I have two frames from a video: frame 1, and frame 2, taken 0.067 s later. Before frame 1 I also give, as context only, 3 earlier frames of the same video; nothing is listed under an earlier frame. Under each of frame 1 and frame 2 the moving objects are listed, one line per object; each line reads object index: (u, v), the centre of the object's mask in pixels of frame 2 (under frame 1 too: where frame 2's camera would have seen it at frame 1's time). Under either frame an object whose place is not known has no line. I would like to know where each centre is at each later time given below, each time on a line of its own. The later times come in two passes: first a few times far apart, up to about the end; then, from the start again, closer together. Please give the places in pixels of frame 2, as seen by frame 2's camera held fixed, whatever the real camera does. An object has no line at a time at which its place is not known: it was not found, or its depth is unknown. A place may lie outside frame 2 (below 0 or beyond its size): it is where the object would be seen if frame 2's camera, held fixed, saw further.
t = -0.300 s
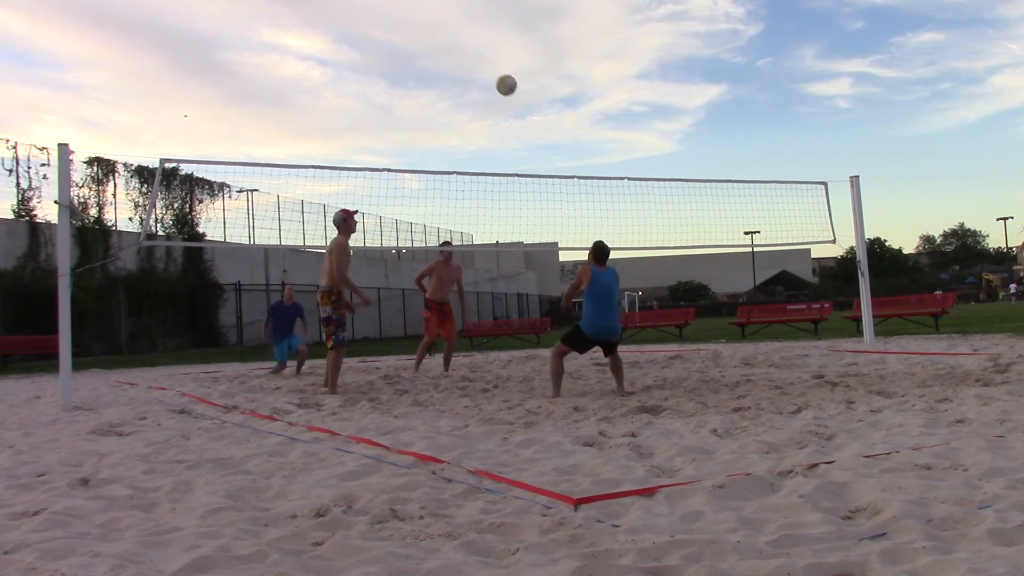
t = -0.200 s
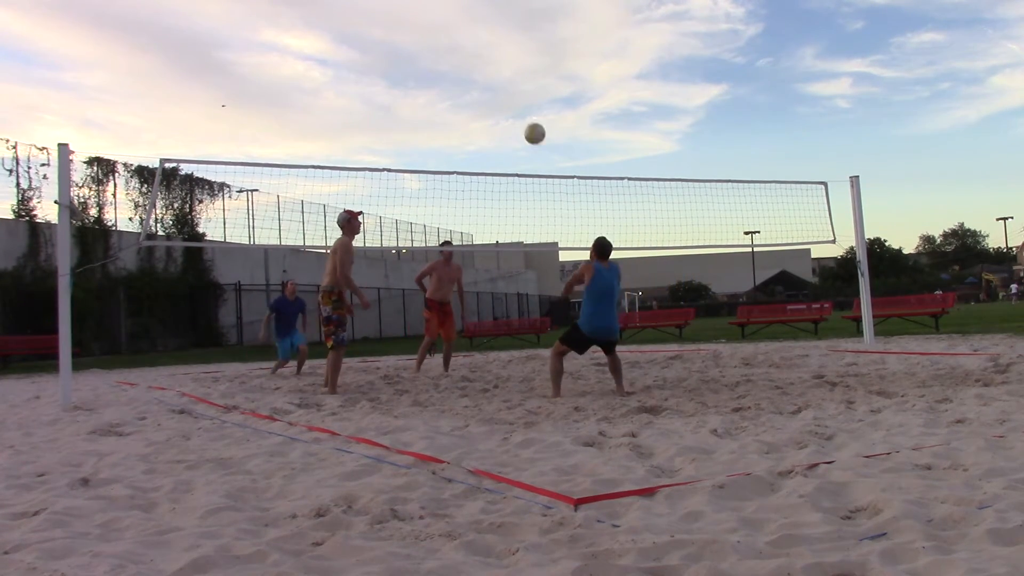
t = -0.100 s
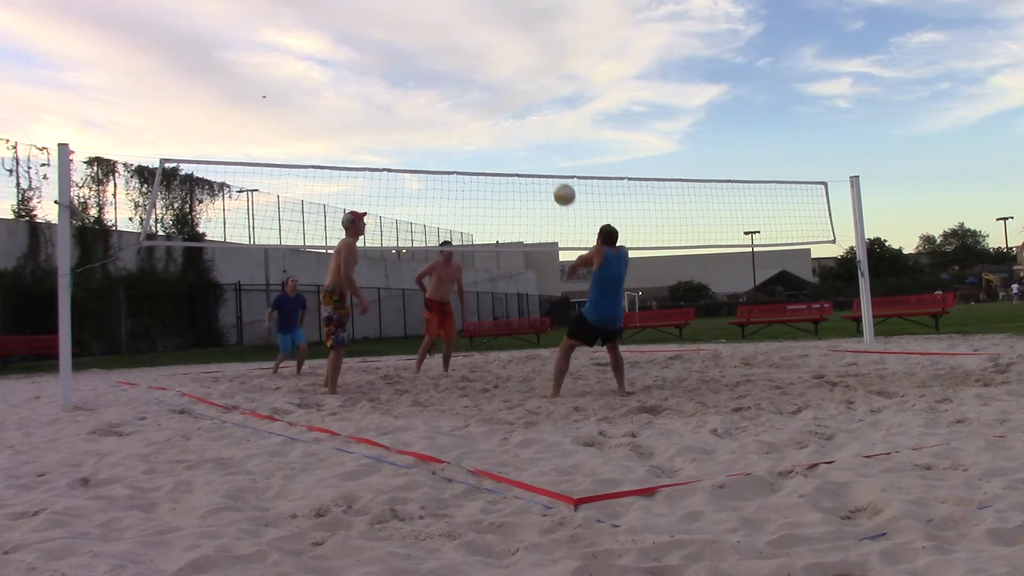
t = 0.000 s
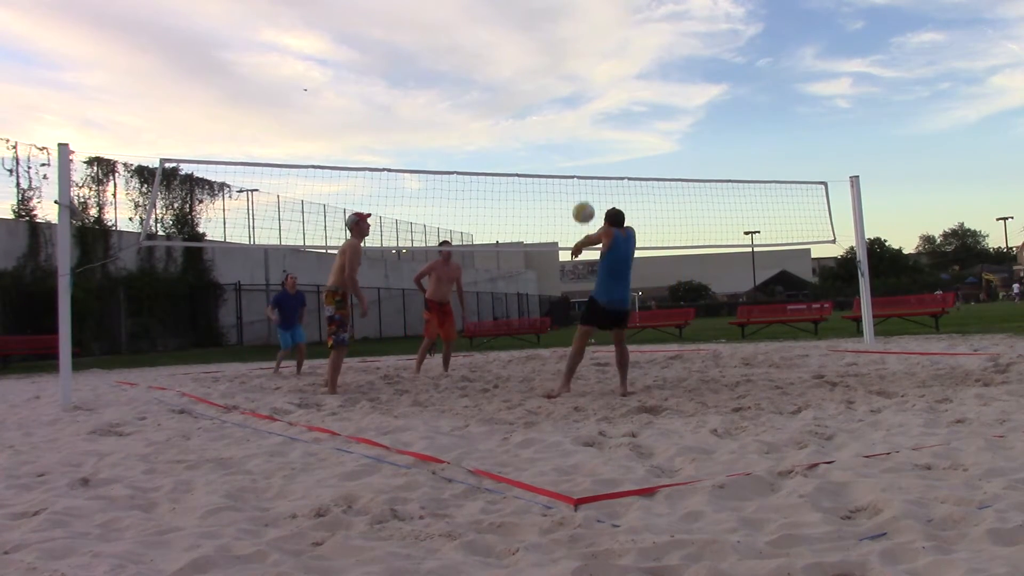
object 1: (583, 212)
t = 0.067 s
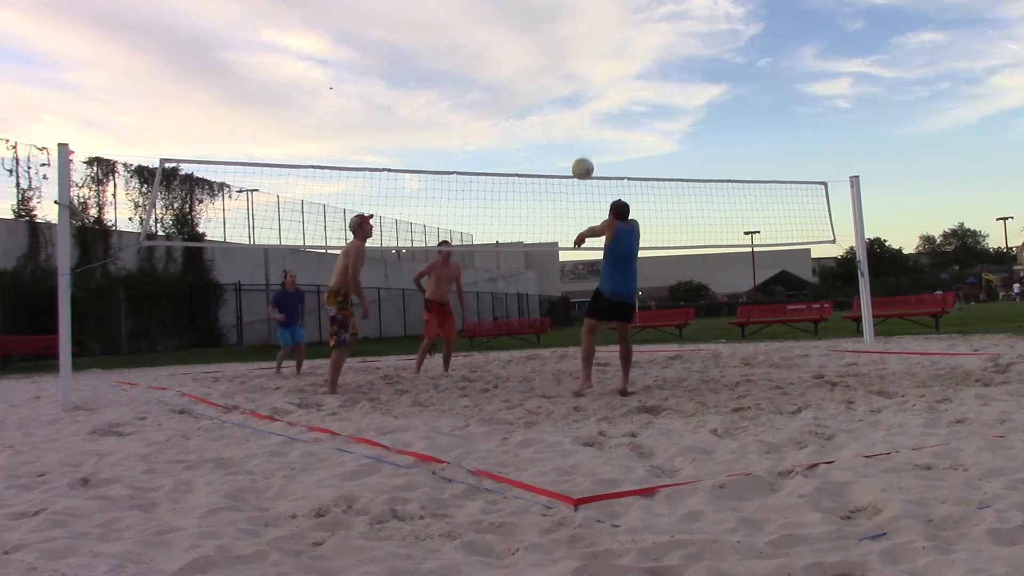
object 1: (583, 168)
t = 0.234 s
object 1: (582, 81)
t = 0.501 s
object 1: (585, 6)
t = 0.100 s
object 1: (582, 148)
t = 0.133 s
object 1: (582, 129)
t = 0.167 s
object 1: (582, 112)
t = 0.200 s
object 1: (582, 96)
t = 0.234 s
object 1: (582, 81)
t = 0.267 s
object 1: (582, 67)
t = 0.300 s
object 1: (582, 54)
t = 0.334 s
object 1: (583, 43)
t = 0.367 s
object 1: (583, 33)
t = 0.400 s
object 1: (583, 24)
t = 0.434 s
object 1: (583, 16)
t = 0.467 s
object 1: (584, 10)
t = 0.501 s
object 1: (585, 6)
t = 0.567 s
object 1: (586, 3)
